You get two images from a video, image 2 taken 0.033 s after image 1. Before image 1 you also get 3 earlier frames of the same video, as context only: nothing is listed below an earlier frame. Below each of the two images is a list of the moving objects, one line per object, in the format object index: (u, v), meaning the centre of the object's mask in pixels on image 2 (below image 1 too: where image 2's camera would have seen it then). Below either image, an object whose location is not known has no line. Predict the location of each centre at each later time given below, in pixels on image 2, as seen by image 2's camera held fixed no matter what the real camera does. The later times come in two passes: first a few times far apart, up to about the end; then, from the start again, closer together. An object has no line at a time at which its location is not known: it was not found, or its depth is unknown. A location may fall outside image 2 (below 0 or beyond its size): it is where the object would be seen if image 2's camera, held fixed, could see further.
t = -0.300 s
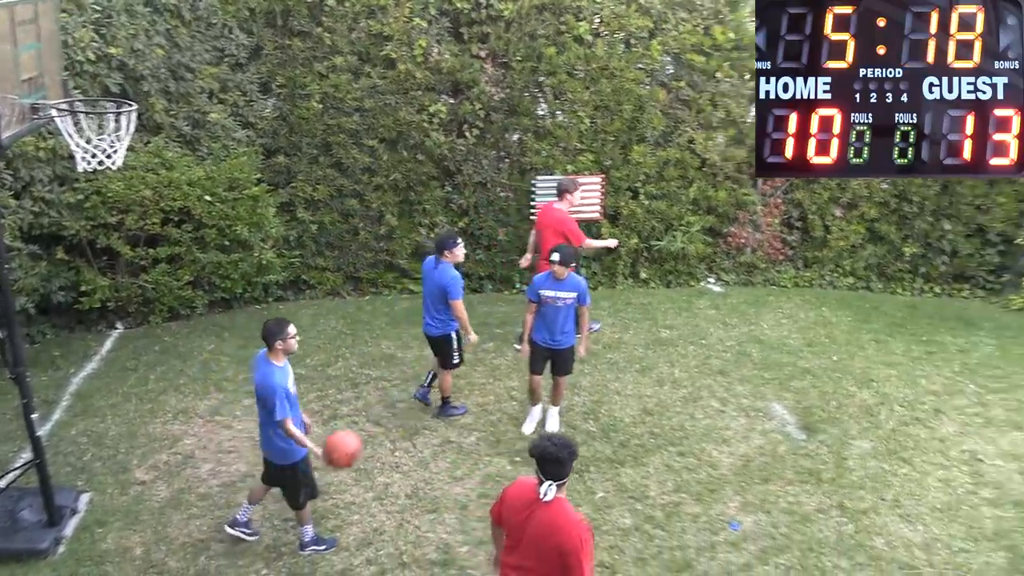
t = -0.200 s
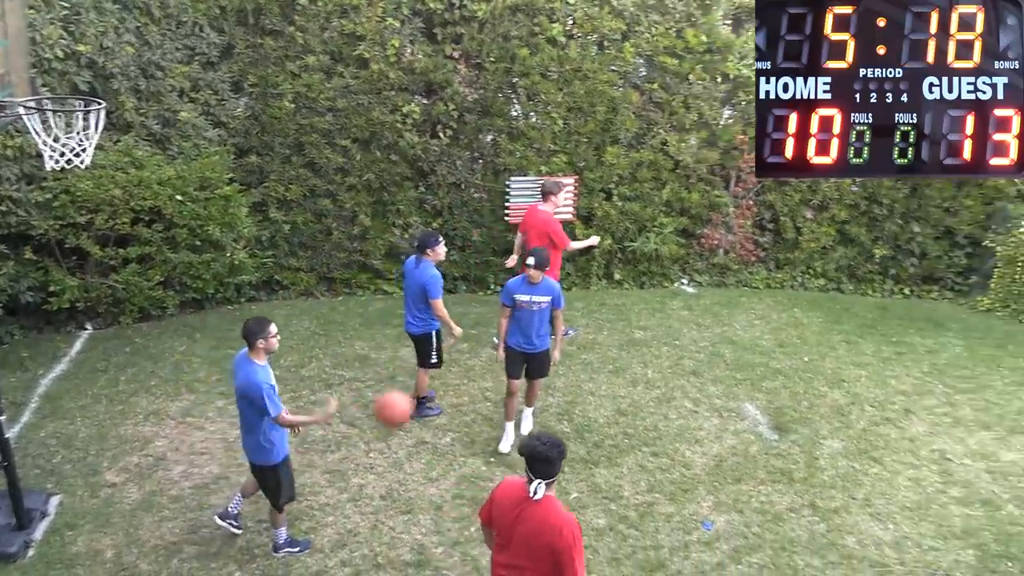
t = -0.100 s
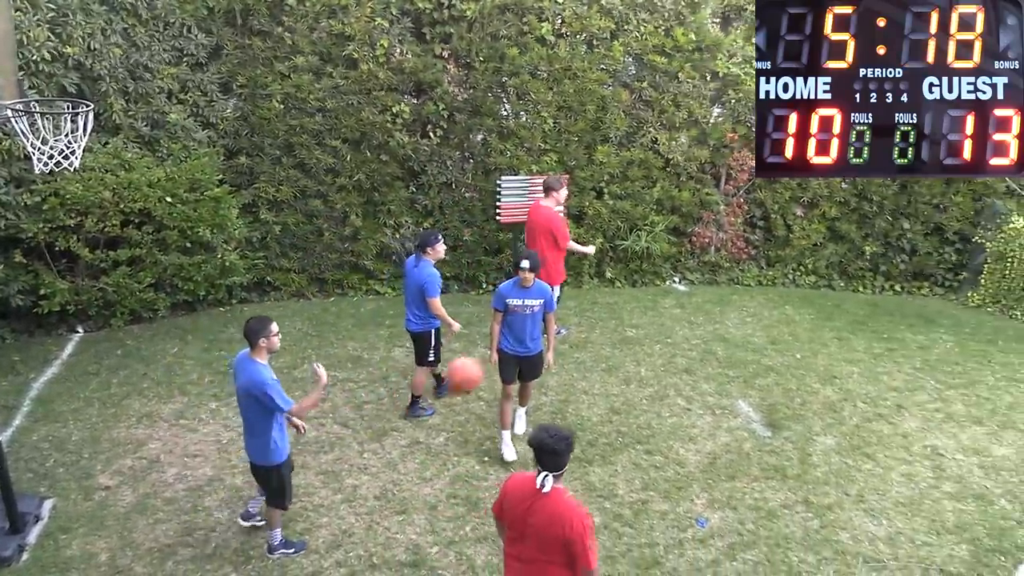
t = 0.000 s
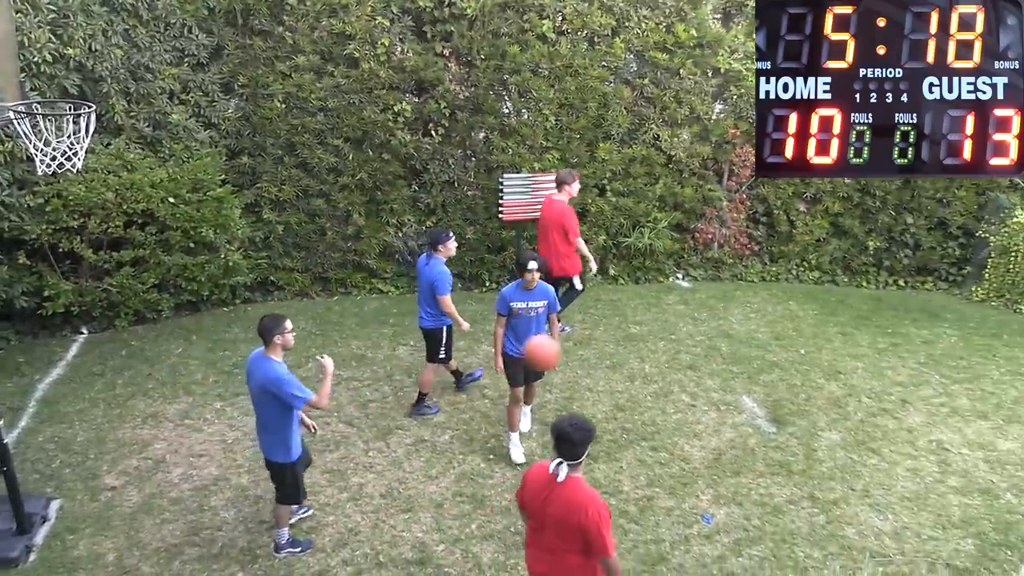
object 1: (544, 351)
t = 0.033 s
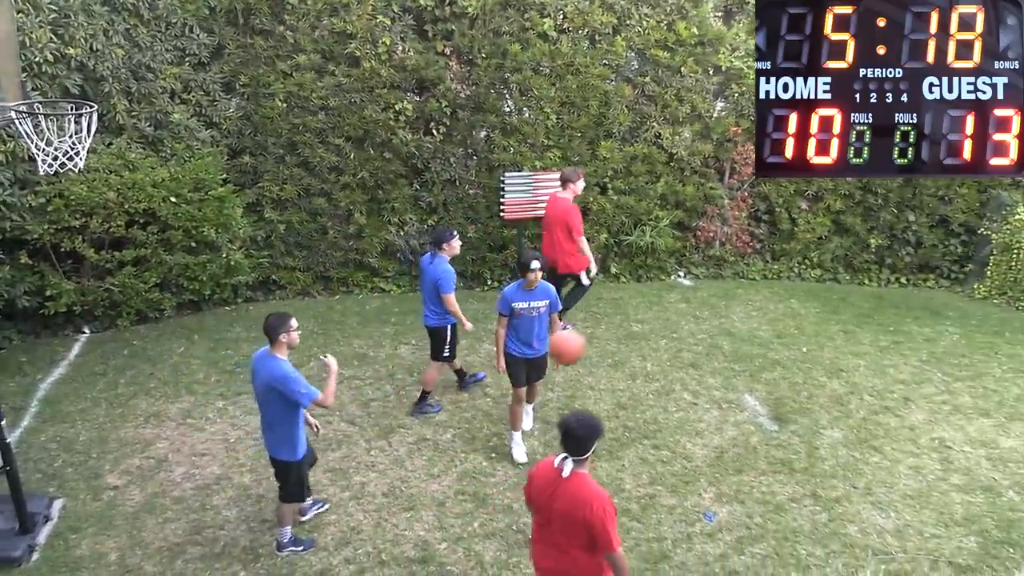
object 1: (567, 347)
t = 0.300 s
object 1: (733, 367)
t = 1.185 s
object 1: (1020, 377)
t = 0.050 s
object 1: (578, 345)
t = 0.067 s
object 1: (590, 344)
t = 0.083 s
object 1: (601, 344)
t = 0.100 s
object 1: (612, 344)
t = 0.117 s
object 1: (624, 344)
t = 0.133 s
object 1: (634, 344)
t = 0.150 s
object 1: (645, 345)
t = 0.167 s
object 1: (656, 347)
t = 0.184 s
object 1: (666, 348)
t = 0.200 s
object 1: (675, 350)
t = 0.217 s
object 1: (686, 352)
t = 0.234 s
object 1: (696, 354)
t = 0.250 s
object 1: (706, 358)
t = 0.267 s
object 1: (715, 361)
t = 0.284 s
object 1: (724, 364)
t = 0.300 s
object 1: (733, 367)
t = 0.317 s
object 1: (742, 371)
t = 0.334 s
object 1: (751, 375)
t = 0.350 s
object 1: (760, 380)
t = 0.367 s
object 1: (769, 384)
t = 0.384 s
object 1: (776, 389)
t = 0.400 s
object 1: (784, 394)
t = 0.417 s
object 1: (792, 400)
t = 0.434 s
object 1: (801, 405)
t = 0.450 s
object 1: (809, 411)
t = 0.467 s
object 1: (817, 417)
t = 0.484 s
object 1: (824, 423)
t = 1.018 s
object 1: (989, 352)
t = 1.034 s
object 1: (992, 354)
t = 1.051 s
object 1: (996, 355)
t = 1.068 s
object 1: (998, 357)
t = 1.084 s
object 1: (1002, 359)
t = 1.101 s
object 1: (1006, 362)
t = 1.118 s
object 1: (1009, 364)
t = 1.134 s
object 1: (1012, 367)
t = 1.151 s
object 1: (1015, 370)
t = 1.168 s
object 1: (1018, 374)
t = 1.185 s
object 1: (1020, 377)
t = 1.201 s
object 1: (1022, 381)
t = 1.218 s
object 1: (1025, 386)
